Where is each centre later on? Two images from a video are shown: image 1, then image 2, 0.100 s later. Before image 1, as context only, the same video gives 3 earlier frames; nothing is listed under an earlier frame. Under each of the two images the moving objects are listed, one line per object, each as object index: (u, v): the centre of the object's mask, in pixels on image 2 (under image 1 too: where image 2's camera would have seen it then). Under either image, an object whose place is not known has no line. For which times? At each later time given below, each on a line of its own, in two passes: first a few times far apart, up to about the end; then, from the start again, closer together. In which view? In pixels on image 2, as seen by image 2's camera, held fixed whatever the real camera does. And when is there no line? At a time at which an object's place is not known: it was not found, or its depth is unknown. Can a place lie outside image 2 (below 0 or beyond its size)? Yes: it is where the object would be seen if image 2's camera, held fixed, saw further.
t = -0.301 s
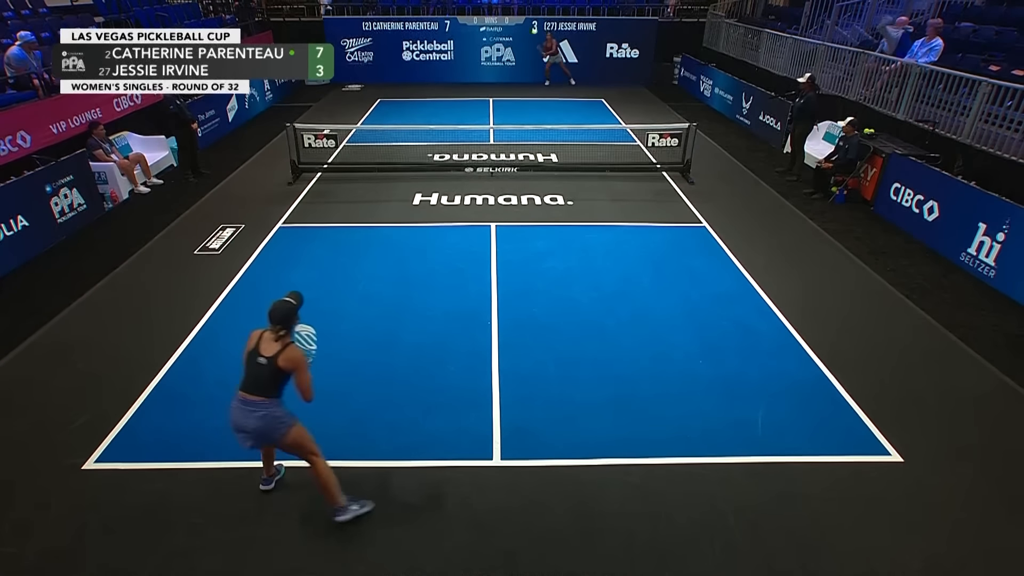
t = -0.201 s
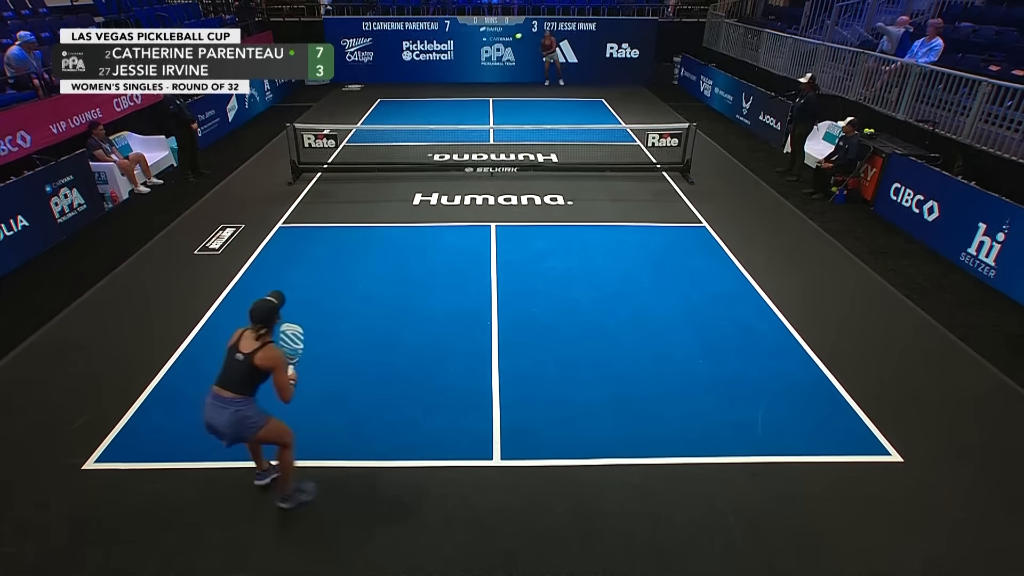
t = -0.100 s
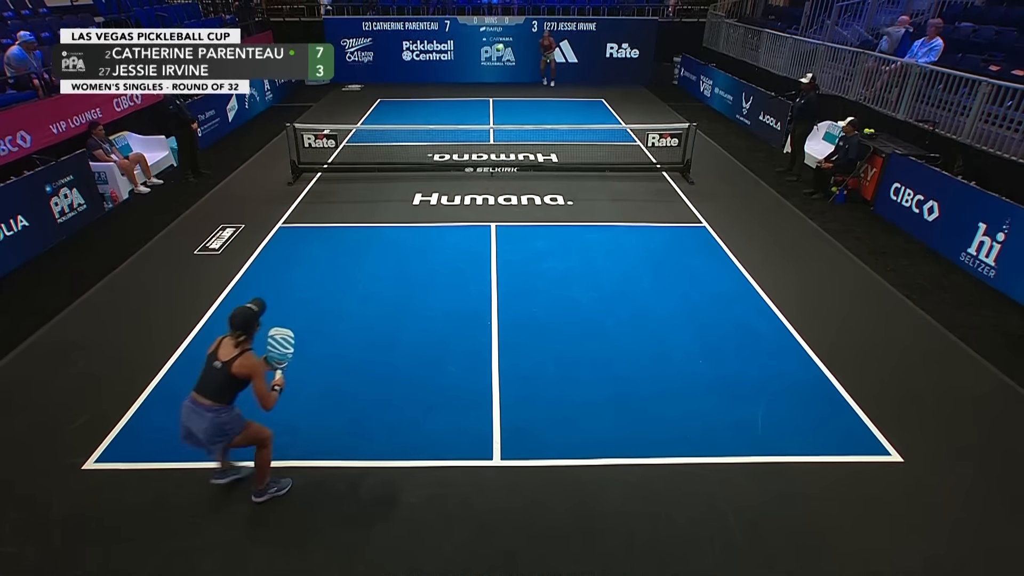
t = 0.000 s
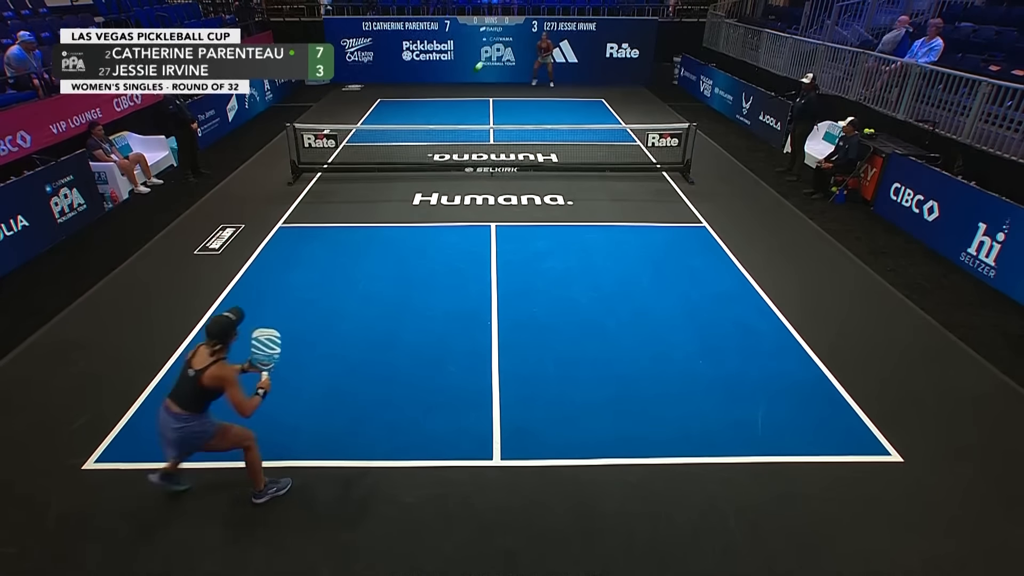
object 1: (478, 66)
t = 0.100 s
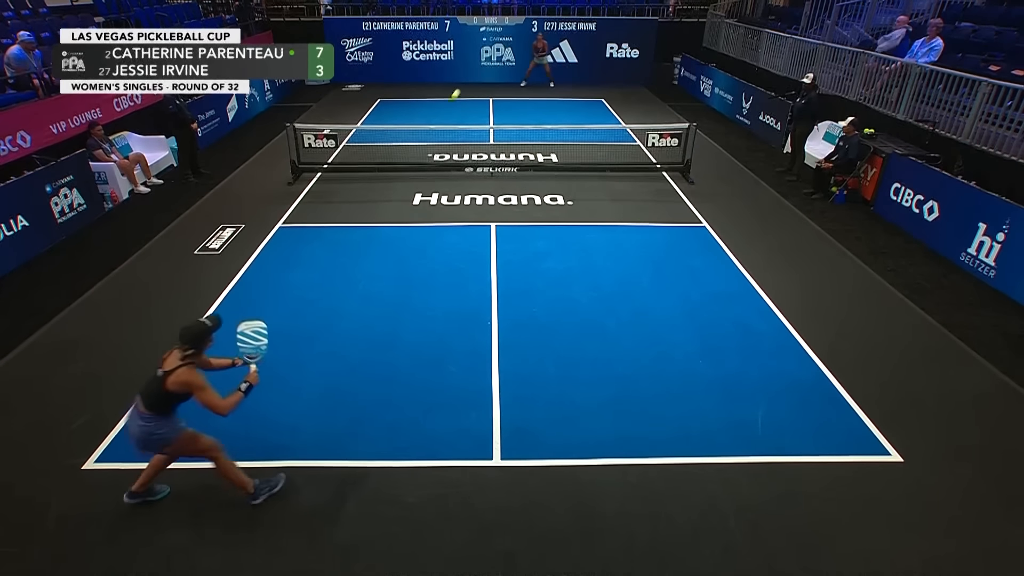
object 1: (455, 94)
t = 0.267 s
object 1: (408, 173)
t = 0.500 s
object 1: (329, 350)
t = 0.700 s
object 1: (252, 360)
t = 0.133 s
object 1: (447, 107)
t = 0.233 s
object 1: (418, 153)
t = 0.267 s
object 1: (408, 173)
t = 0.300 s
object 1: (398, 192)
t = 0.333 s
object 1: (387, 213)
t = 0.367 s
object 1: (375, 239)
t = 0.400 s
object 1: (364, 266)
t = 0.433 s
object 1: (352, 294)
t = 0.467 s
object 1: (340, 324)
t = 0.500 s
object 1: (329, 350)
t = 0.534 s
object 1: (316, 355)
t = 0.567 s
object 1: (304, 353)
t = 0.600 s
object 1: (292, 353)
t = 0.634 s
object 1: (279, 354)
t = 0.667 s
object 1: (266, 356)
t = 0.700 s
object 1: (252, 360)
